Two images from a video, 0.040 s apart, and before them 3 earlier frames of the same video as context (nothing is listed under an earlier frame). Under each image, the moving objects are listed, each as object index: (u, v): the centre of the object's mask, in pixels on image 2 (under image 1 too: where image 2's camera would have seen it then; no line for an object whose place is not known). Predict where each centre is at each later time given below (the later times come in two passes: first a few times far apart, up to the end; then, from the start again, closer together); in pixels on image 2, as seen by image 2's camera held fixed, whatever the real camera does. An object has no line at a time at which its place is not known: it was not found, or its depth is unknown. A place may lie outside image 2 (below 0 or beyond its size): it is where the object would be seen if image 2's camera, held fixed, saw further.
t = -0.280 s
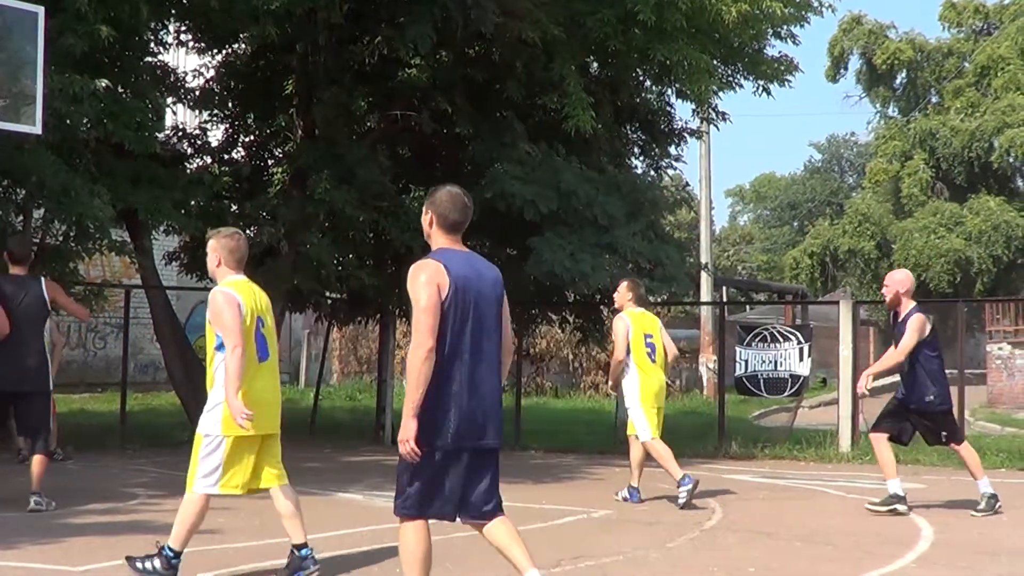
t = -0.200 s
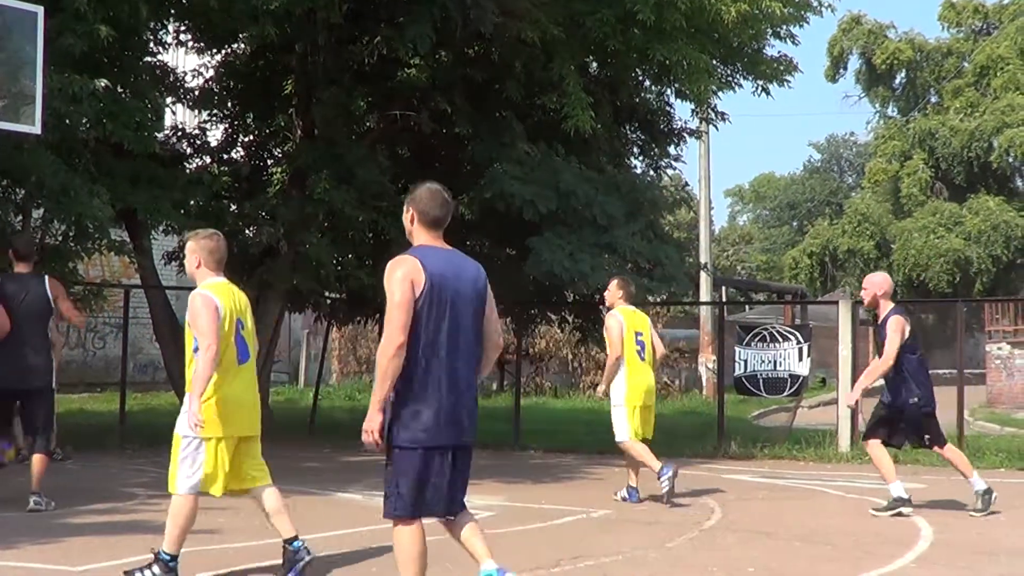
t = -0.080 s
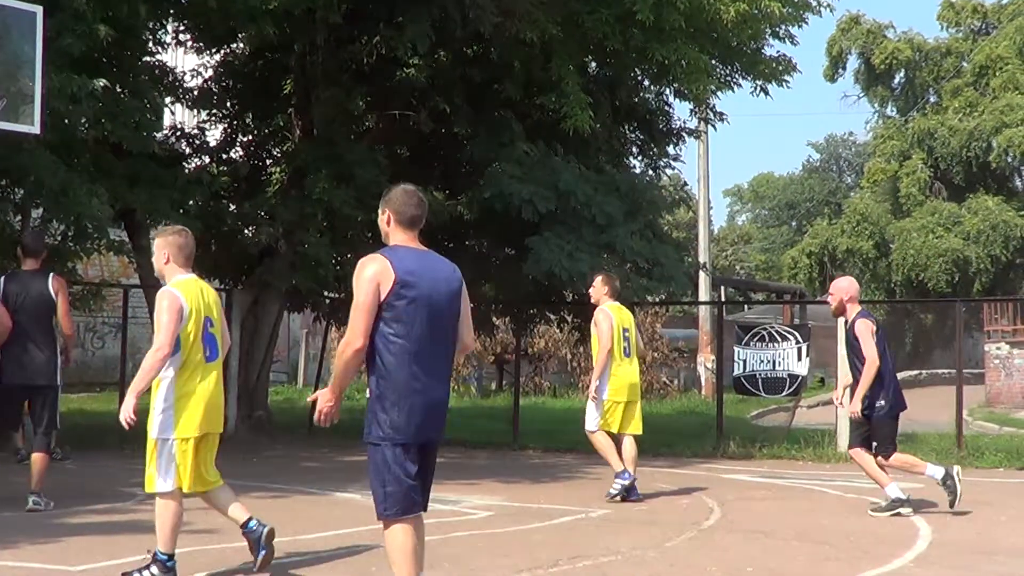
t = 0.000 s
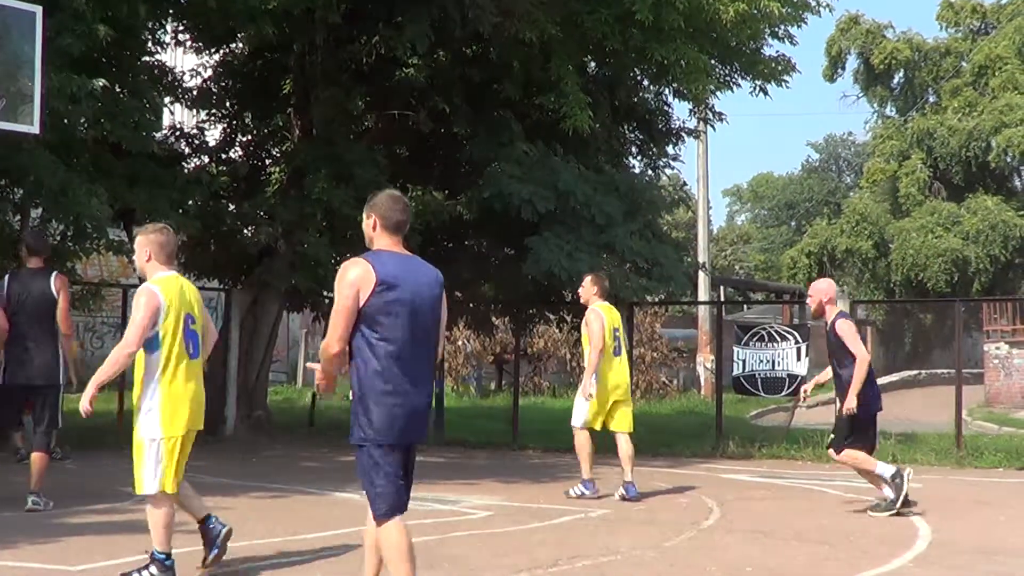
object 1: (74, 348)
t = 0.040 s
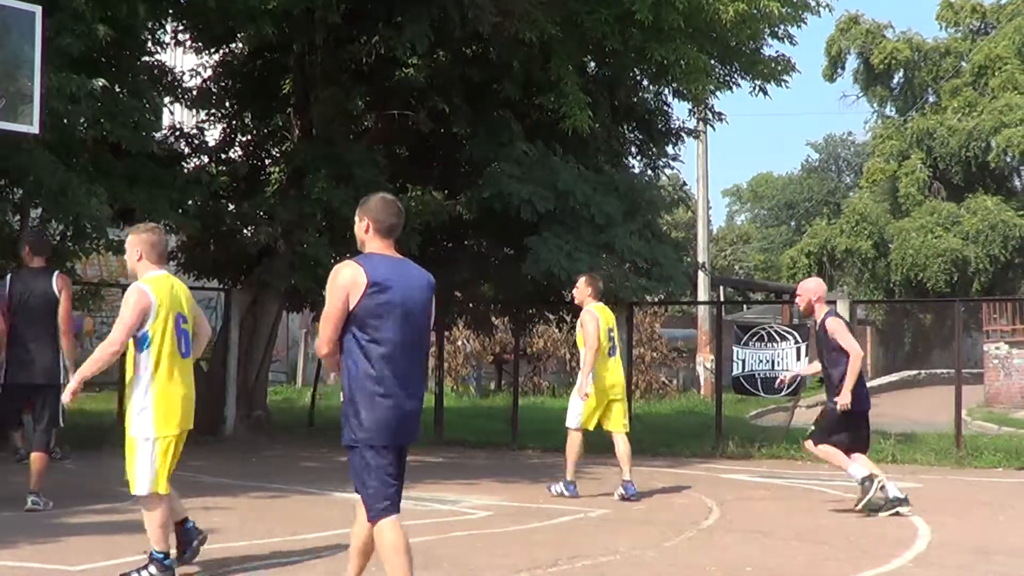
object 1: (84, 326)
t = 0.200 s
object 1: (141, 249)
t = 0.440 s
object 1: (215, 197)
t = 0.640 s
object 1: (279, 205)
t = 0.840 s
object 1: (337, 259)
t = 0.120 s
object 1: (104, 282)
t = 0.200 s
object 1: (141, 249)
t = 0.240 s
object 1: (148, 235)
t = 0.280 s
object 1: (162, 224)
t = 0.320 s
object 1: (176, 214)
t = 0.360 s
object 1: (189, 207)
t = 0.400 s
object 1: (202, 201)
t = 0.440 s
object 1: (215, 197)
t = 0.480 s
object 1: (228, 196)
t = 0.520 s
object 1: (241, 195)
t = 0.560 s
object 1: (253, 198)
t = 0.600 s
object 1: (265, 197)
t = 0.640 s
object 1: (279, 205)
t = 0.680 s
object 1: (290, 212)
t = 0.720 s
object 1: (302, 220)
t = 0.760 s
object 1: (315, 231)
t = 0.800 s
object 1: (326, 245)
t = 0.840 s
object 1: (337, 259)
